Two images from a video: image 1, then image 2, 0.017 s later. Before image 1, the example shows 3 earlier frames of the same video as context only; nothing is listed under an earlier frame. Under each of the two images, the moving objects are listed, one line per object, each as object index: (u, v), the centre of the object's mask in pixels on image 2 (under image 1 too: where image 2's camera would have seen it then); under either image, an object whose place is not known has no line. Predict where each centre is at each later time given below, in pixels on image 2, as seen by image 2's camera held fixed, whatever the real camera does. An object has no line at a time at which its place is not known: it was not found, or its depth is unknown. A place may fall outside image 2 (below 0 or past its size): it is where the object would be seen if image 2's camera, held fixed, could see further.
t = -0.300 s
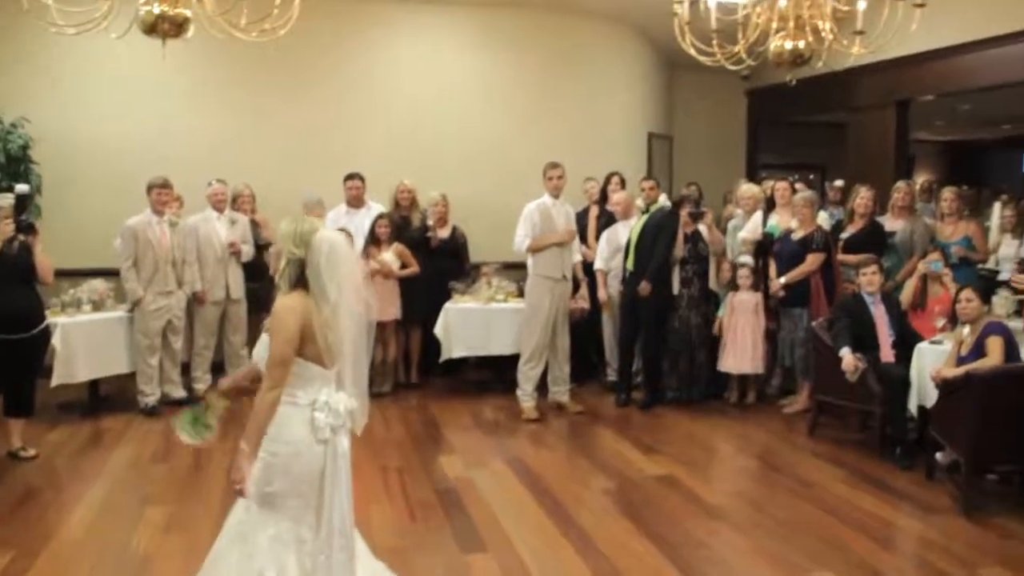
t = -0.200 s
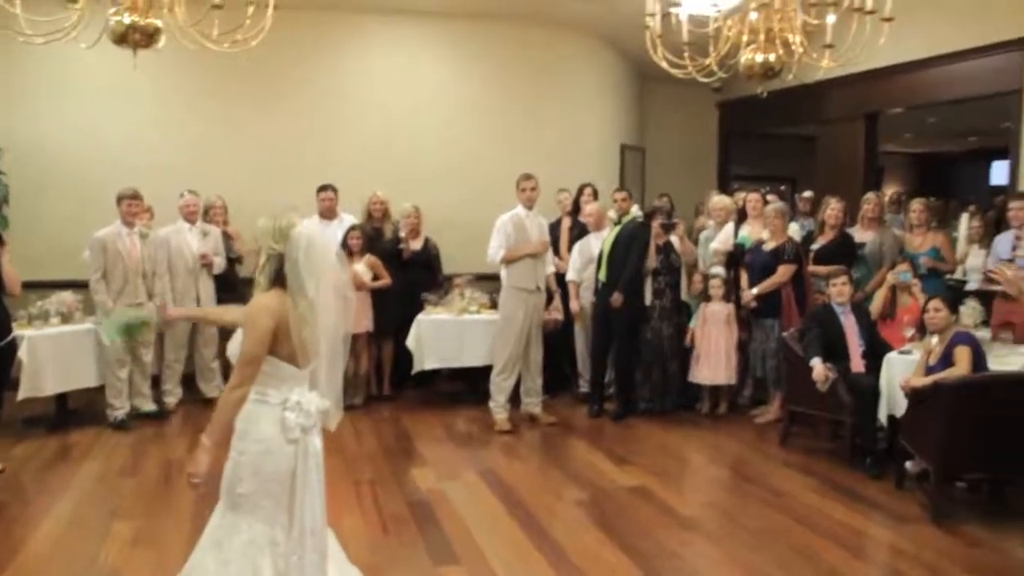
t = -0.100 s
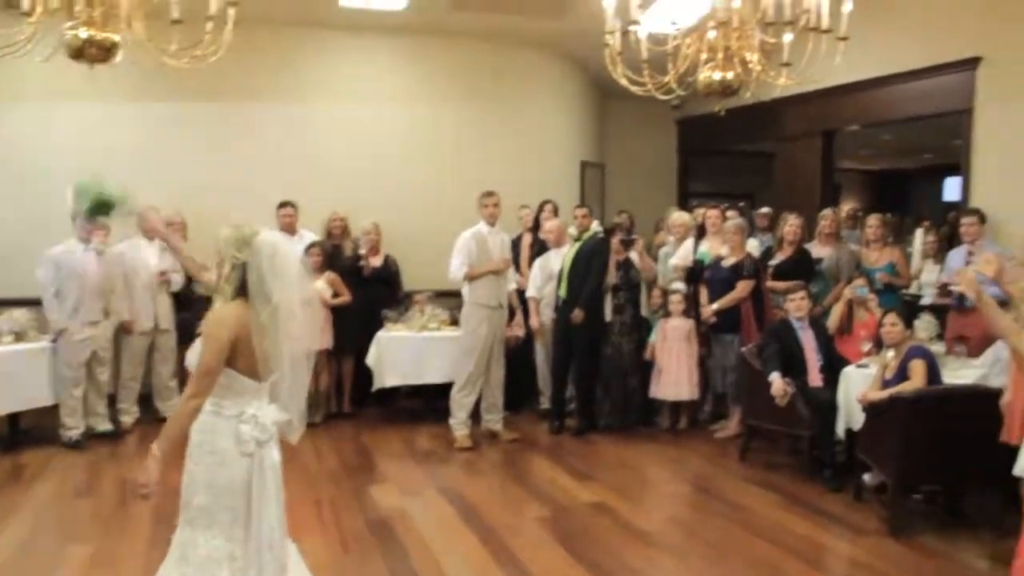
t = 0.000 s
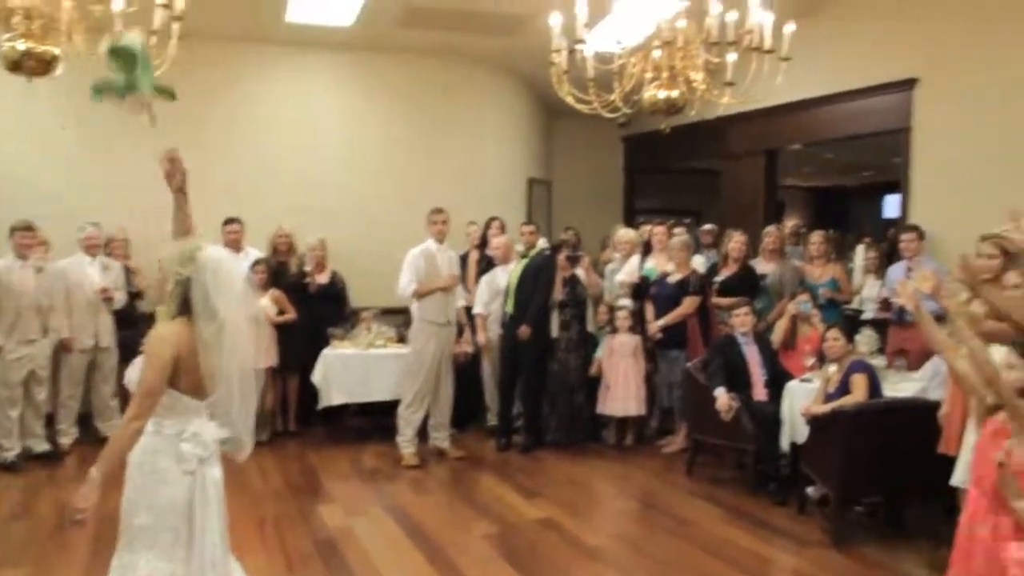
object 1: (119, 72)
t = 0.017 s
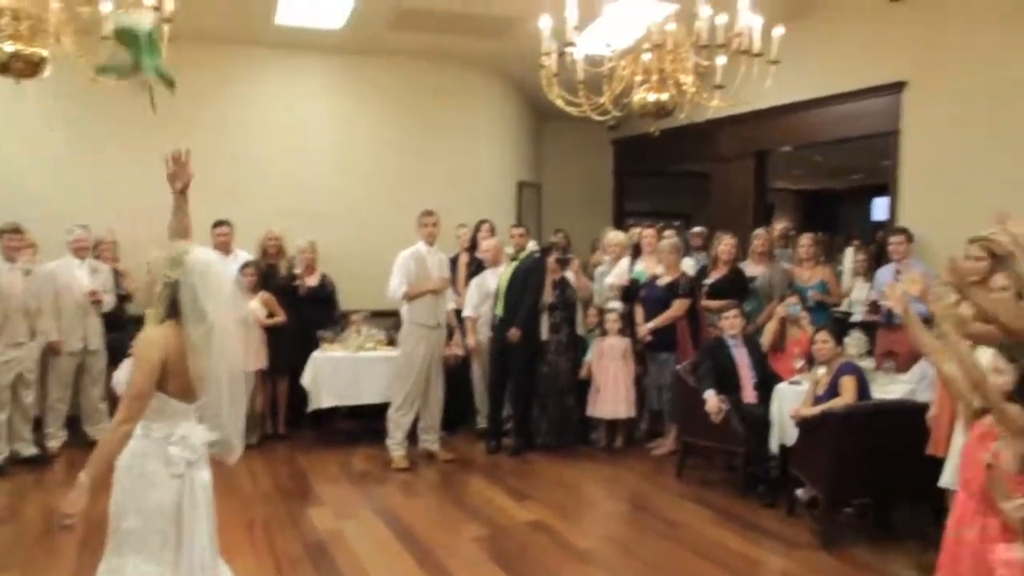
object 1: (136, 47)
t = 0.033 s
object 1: (150, 7)
